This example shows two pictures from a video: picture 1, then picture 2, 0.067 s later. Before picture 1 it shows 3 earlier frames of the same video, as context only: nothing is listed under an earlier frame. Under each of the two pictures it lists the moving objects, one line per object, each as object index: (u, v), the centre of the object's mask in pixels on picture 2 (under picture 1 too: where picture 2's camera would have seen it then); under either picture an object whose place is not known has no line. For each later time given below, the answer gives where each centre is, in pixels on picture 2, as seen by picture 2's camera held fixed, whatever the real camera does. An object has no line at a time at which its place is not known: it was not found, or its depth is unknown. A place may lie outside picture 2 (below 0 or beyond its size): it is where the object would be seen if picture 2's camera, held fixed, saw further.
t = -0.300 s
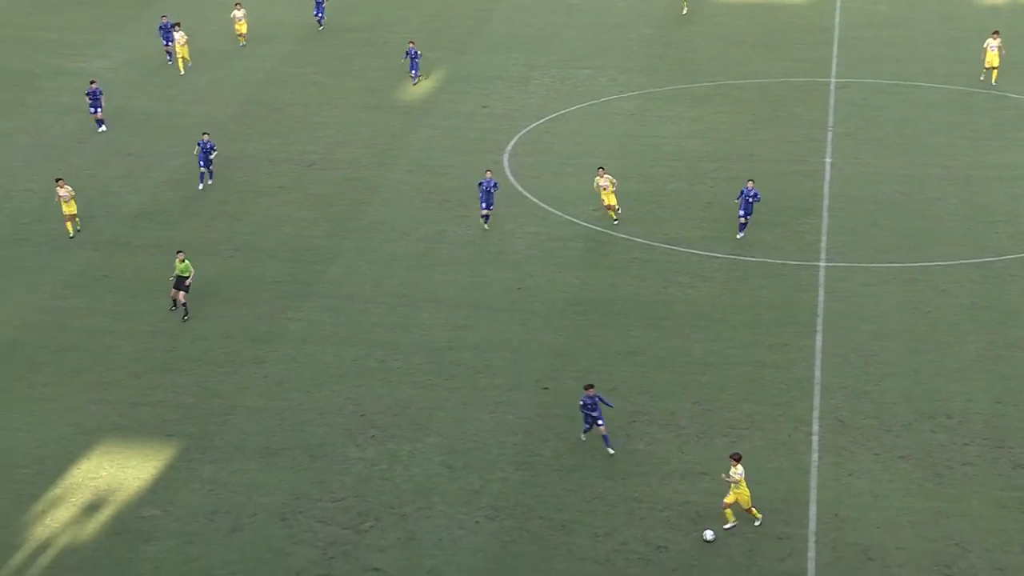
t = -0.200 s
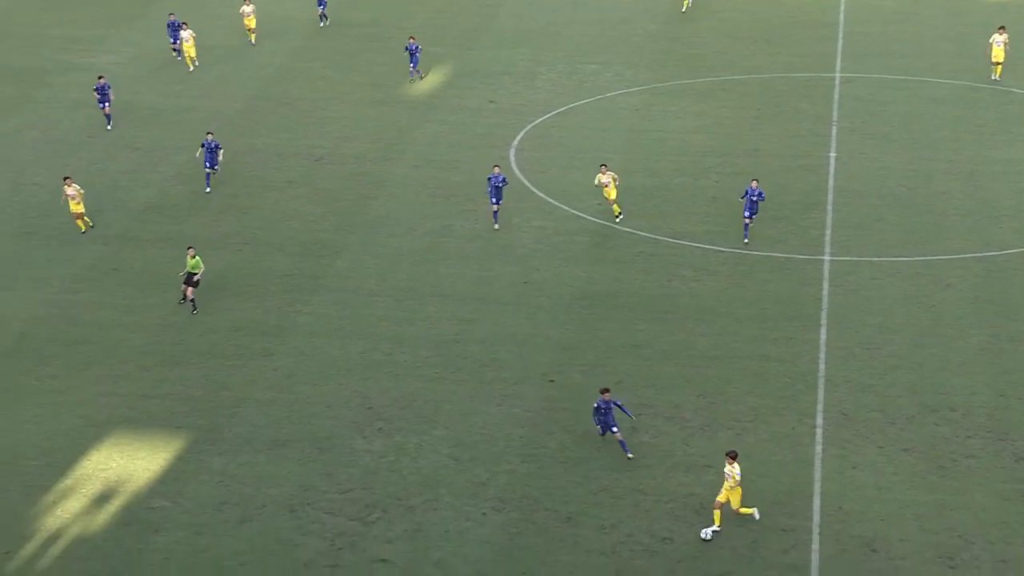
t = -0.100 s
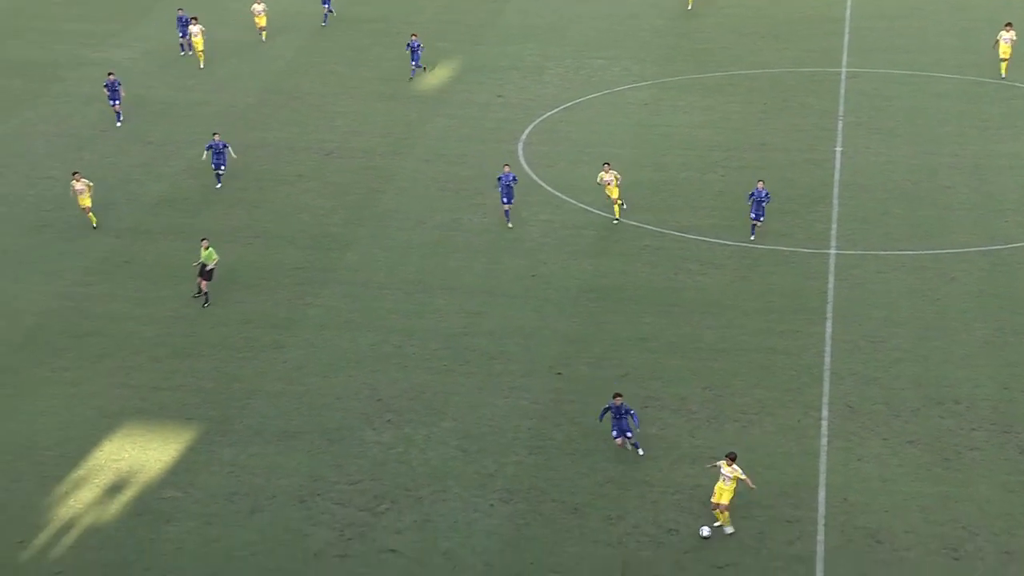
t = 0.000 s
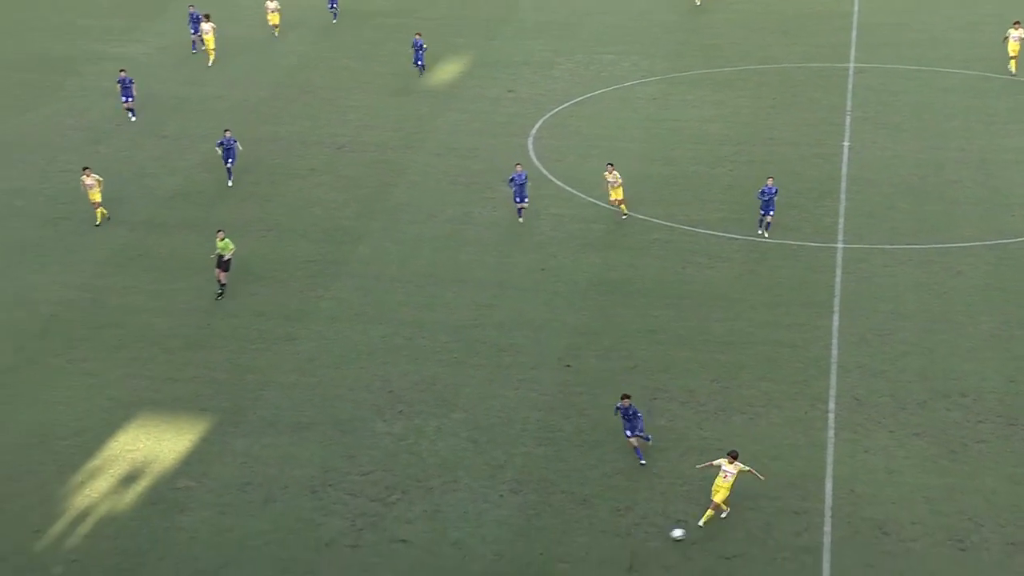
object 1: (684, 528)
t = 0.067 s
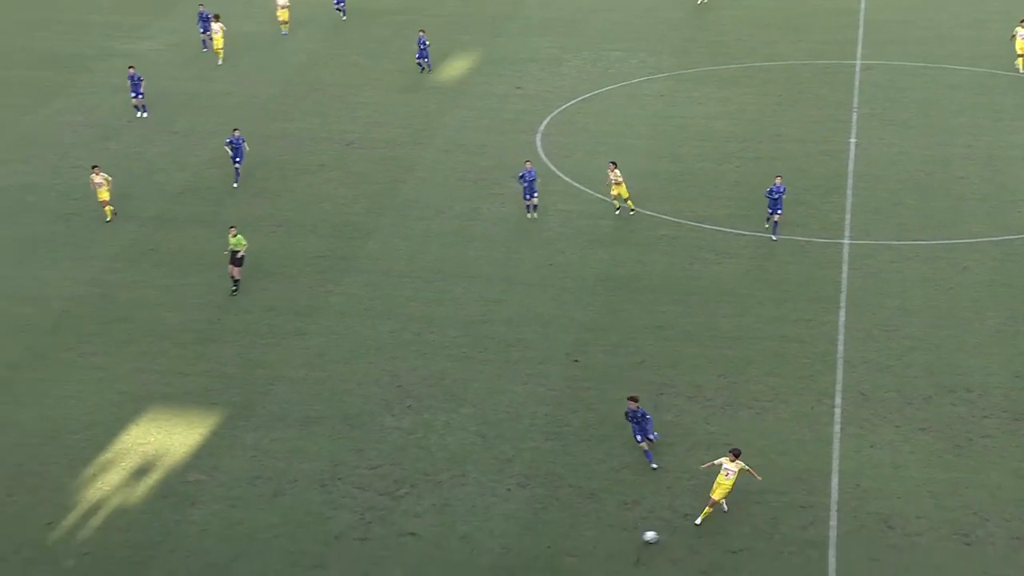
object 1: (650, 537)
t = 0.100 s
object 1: (633, 541)
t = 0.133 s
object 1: (617, 546)
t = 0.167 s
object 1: (599, 551)
